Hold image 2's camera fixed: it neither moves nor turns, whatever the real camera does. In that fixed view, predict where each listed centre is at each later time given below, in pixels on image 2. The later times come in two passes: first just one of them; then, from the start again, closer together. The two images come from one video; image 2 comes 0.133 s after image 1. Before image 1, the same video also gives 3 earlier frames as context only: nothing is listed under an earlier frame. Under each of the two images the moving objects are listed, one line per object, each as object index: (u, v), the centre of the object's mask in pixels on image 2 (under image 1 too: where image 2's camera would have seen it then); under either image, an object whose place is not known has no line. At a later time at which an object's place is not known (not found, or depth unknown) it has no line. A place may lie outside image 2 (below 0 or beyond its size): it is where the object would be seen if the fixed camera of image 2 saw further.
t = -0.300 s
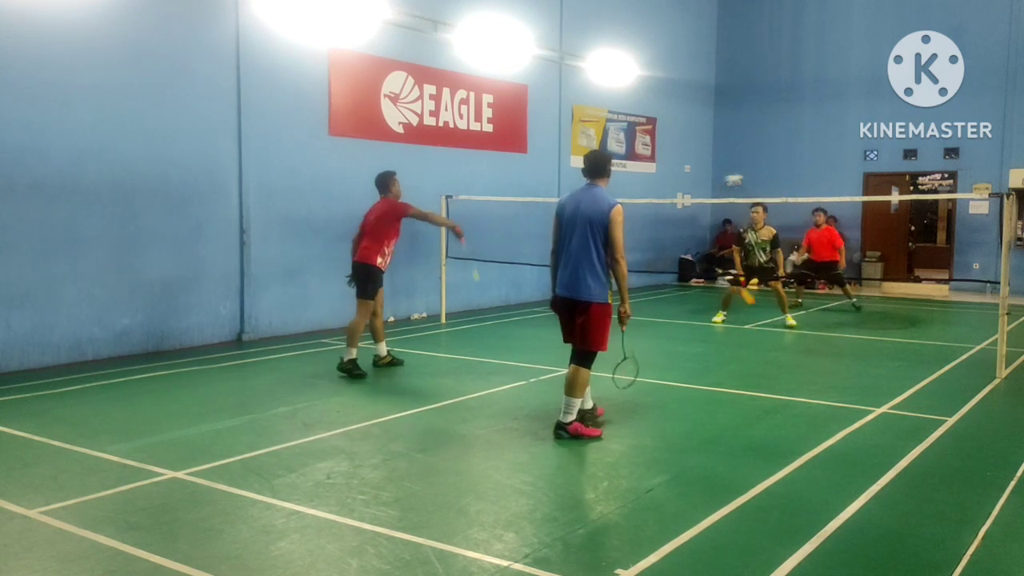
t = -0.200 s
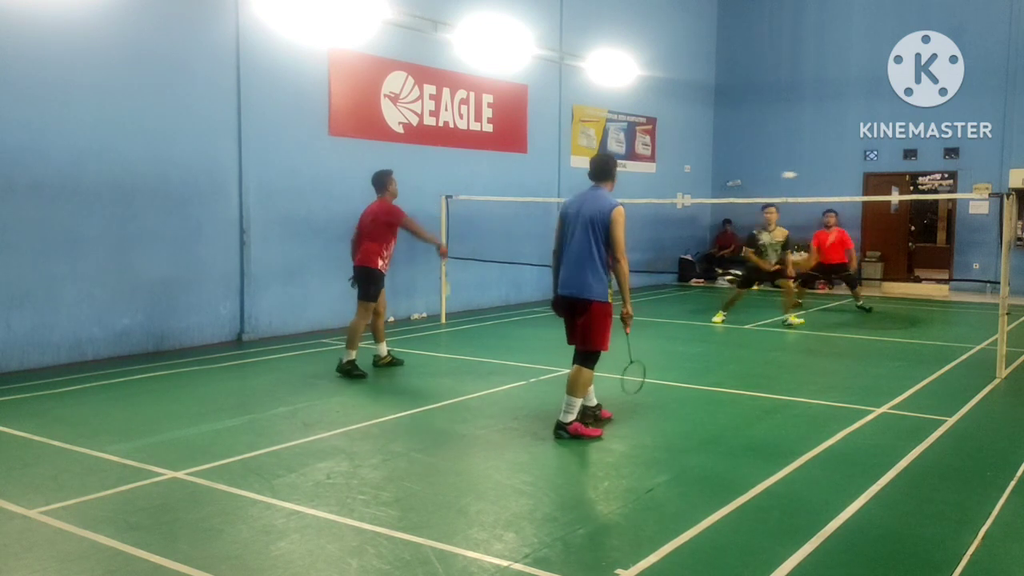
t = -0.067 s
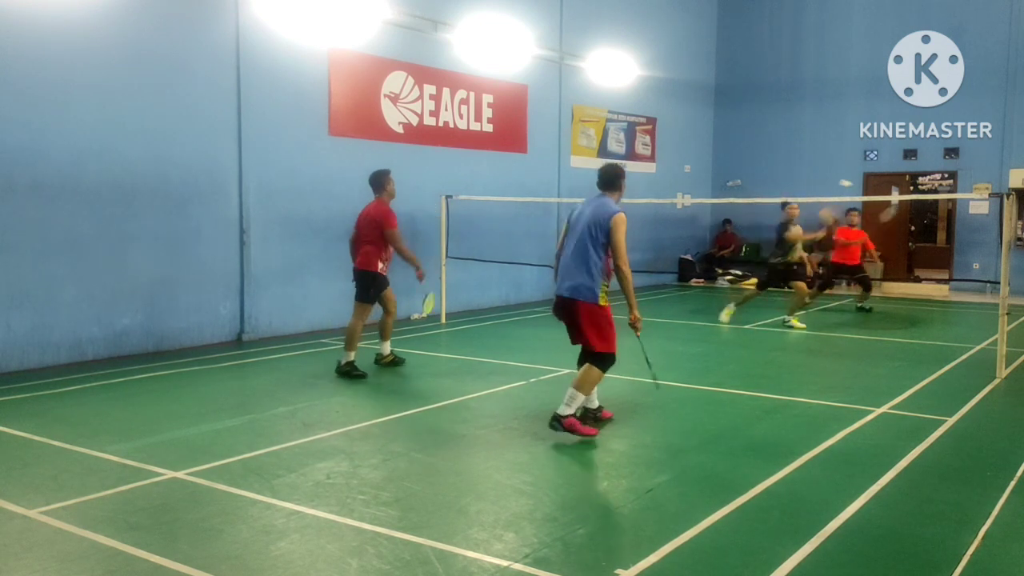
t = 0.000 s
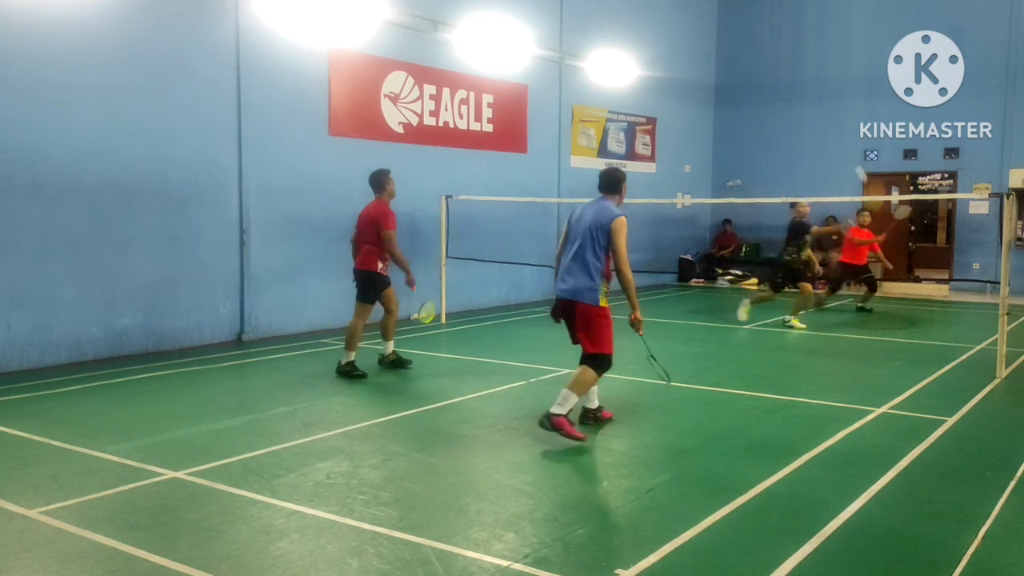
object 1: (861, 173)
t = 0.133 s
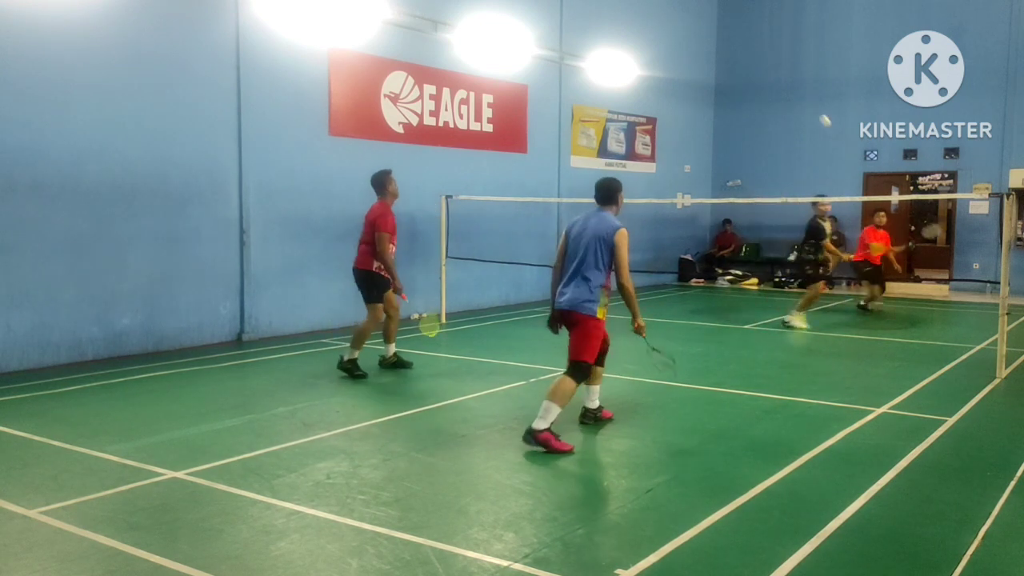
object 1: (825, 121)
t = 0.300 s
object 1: (786, 87)
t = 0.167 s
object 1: (817, 111)
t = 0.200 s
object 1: (810, 103)
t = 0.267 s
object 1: (794, 91)
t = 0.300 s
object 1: (786, 87)
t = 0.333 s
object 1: (777, 84)
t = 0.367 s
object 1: (769, 84)
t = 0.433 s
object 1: (751, 86)
